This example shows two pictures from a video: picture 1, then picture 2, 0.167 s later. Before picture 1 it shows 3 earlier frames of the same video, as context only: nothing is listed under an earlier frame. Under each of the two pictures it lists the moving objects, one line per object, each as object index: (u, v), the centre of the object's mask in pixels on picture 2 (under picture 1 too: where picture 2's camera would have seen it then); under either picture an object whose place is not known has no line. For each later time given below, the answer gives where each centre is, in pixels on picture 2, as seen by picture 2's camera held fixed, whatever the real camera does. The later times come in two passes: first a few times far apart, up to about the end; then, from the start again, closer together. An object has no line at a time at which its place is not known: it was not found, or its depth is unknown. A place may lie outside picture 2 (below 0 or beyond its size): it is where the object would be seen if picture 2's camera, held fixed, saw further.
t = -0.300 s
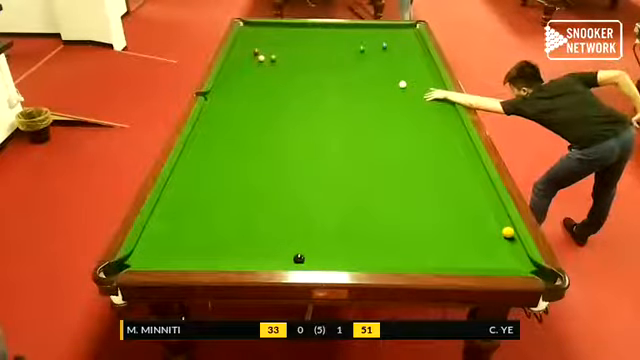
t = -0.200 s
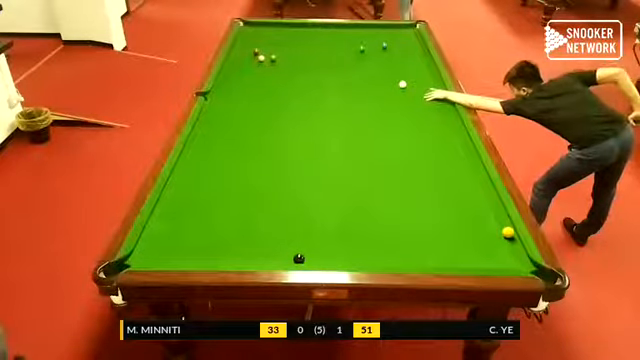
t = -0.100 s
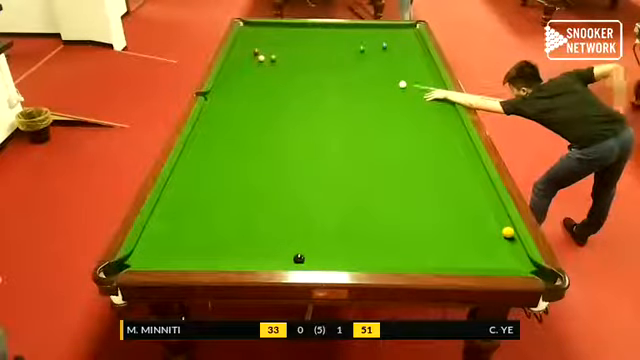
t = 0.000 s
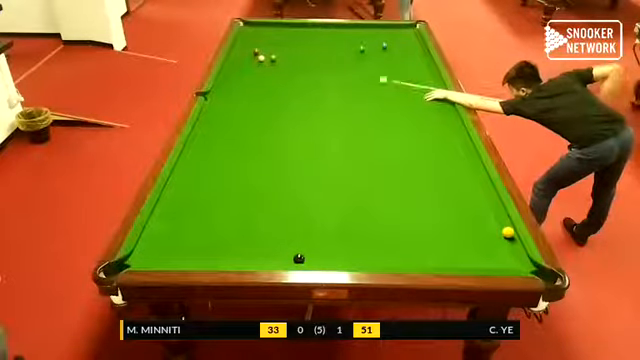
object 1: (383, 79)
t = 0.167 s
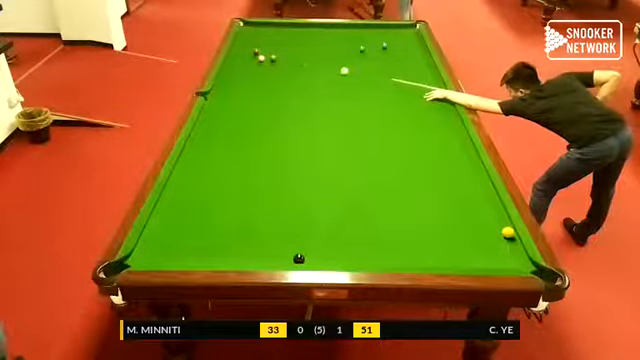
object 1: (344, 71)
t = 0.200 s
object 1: (337, 69)
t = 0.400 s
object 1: (296, 59)
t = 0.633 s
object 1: (260, 49)
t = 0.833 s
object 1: (247, 40)
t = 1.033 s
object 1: (243, 32)
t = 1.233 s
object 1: (253, 26)
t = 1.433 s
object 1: (261, 24)
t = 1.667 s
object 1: (267, 29)
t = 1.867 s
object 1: (271, 32)
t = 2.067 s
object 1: (277, 37)
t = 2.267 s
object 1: (282, 41)
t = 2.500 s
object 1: (287, 45)
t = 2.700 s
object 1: (293, 49)
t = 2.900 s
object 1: (298, 51)
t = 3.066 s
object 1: (305, 52)
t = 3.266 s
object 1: (312, 53)
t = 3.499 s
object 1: (316, 54)
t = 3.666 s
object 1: (323, 55)
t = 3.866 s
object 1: (329, 56)
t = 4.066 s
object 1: (334, 56)
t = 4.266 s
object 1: (338, 57)
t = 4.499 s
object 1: (342, 57)
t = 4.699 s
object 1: (345, 58)
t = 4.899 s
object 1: (348, 59)
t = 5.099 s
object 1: (350, 59)
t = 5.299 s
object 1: (352, 59)
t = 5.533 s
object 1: (354, 59)
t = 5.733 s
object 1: (354, 59)
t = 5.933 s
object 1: (355, 59)
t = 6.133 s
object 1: (355, 59)
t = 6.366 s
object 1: (356, 59)
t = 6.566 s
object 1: (356, 59)
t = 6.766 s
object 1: (356, 59)
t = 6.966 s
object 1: (356, 59)
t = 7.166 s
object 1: (356, 59)
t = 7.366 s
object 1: (356, 59)
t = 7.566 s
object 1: (356, 60)
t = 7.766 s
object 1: (356, 60)
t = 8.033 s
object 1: (356, 60)
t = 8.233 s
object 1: (356, 60)
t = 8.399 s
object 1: (356, 59)
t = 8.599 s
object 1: (356, 60)
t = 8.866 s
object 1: (356, 60)
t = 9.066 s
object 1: (356, 60)
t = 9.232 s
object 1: (356, 59)
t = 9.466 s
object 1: (356, 60)
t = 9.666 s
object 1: (356, 59)
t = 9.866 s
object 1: (356, 59)
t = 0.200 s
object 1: (337, 69)
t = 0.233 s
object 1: (330, 67)
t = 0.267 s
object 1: (323, 65)
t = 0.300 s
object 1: (316, 64)
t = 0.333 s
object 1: (310, 62)
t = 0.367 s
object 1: (303, 61)
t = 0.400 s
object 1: (296, 59)
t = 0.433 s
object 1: (291, 58)
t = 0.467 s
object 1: (285, 56)
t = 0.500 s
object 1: (279, 55)
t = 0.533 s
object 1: (273, 53)
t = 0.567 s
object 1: (267, 52)
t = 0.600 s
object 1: (261, 50)
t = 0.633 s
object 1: (260, 49)
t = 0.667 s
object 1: (259, 47)
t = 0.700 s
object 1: (257, 46)
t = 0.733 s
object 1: (254, 44)
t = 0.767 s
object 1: (252, 43)
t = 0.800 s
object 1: (250, 41)
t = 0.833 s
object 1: (247, 40)
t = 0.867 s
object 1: (246, 38)
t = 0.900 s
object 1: (244, 37)
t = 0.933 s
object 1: (242, 36)
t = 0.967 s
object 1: (239, 34)
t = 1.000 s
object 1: (240, 32)
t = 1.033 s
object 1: (243, 32)
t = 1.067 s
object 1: (245, 31)
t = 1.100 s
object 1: (246, 31)
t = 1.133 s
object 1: (248, 28)
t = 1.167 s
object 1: (250, 28)
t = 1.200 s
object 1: (252, 27)
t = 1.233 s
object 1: (253, 26)
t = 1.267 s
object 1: (254, 26)
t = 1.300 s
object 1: (256, 25)
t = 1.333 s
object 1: (258, 23)
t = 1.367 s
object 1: (259, 23)
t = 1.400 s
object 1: (260, 23)
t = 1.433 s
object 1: (261, 24)
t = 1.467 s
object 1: (262, 25)
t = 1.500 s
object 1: (263, 26)
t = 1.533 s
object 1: (263, 27)
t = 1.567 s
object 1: (264, 27)
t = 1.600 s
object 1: (264, 27)
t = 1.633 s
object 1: (266, 28)
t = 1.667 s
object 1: (267, 29)
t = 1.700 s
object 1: (267, 29)
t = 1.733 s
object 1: (269, 30)
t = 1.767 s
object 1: (269, 30)
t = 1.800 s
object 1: (270, 31)
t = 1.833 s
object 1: (270, 31)
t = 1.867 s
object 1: (271, 32)
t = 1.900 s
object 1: (272, 33)
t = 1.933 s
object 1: (272, 33)
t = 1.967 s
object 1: (274, 35)
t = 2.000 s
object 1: (274, 35)
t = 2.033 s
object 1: (275, 35)
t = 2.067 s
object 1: (277, 37)
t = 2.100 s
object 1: (277, 37)
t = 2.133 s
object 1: (279, 38)
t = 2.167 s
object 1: (280, 39)
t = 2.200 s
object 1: (280, 40)
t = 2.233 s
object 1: (281, 40)
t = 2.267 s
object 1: (282, 41)
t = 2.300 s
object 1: (282, 41)
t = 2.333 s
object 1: (283, 42)
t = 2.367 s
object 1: (284, 43)
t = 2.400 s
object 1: (285, 43)
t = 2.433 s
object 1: (286, 44)
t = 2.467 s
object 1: (286, 44)
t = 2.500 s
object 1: (287, 45)
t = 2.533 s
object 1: (288, 45)
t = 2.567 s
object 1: (289, 46)
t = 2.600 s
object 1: (290, 47)
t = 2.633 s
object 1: (291, 48)
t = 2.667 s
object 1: (291, 48)
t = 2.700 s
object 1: (293, 49)
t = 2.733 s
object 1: (293, 49)
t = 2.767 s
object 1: (294, 49)
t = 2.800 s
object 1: (295, 51)
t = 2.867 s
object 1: (297, 51)
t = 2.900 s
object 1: (298, 51)
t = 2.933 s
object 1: (299, 51)
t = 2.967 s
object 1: (300, 51)
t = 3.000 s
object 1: (300, 51)
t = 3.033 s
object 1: (303, 51)
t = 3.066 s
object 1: (305, 52)
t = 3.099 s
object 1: (307, 52)
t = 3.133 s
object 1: (308, 52)
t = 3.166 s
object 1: (308, 52)
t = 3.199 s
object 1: (309, 52)
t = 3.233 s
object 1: (310, 53)
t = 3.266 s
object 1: (312, 53)
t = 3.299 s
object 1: (313, 53)
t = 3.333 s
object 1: (313, 53)
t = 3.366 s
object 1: (313, 53)
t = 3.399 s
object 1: (315, 54)
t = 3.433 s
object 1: (316, 54)
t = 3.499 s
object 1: (316, 54)
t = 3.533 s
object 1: (318, 54)
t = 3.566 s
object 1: (321, 54)
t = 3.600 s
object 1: (322, 55)
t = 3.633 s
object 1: (323, 55)
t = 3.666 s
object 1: (323, 55)
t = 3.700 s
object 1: (324, 55)
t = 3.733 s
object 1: (326, 55)
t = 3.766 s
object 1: (326, 55)
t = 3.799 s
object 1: (327, 56)
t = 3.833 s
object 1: (328, 55)
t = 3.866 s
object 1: (329, 56)
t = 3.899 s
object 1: (329, 55)
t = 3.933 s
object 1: (330, 56)
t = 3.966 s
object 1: (331, 56)
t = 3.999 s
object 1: (332, 56)
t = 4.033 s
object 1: (333, 56)
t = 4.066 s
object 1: (334, 56)
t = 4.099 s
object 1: (334, 56)
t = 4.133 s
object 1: (335, 56)
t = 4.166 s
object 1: (335, 56)
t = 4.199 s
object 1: (336, 57)
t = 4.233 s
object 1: (337, 57)
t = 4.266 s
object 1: (338, 57)
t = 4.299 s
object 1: (338, 57)
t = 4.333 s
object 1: (339, 57)
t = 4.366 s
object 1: (340, 57)
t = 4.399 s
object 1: (340, 57)
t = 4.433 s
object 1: (341, 57)
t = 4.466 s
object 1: (341, 57)
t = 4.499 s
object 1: (342, 57)
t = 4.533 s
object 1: (343, 57)
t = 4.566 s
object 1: (343, 58)
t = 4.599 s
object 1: (343, 58)
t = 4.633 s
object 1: (344, 58)
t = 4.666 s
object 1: (345, 58)
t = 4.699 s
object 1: (345, 58)
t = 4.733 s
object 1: (345, 58)
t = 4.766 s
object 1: (346, 58)
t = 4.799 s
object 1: (346, 58)
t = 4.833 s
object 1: (347, 58)
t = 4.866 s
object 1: (348, 59)
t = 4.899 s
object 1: (348, 59)
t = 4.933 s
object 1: (348, 59)
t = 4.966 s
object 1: (349, 59)
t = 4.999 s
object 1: (349, 59)
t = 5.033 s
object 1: (350, 59)
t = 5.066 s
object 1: (350, 59)
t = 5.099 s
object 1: (350, 59)
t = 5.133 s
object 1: (351, 59)
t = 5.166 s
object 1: (351, 59)
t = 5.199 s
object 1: (351, 59)
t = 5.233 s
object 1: (351, 59)
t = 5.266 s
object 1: (352, 59)
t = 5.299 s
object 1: (352, 59)
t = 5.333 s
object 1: (352, 59)
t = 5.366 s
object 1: (353, 59)
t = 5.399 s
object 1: (353, 59)
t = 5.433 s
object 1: (353, 59)
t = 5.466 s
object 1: (353, 59)
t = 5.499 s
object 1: (353, 59)
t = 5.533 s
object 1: (354, 59)
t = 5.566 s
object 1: (354, 59)
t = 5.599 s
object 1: (354, 59)
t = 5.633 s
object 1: (354, 59)
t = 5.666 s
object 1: (354, 59)
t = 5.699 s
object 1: (355, 59)
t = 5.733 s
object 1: (354, 59)
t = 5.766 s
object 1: (355, 59)
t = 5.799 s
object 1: (355, 59)
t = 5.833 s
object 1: (355, 59)
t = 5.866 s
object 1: (355, 59)
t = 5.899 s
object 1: (355, 59)
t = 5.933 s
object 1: (355, 59)
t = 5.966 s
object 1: (355, 59)
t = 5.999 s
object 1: (355, 59)
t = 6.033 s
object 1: (355, 59)
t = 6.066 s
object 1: (355, 59)
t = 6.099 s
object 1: (355, 59)
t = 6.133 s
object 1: (355, 59)
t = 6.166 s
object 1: (355, 59)
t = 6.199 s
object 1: (355, 60)
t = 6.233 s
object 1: (356, 60)
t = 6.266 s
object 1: (356, 60)
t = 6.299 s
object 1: (355, 60)
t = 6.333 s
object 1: (355, 60)
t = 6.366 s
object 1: (356, 59)
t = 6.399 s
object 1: (356, 60)
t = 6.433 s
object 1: (356, 60)
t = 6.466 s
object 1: (356, 59)
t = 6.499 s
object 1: (356, 59)
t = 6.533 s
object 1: (356, 59)
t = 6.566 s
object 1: (356, 59)
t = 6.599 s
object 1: (356, 59)
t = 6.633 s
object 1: (356, 59)
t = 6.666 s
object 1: (356, 59)
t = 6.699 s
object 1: (356, 59)
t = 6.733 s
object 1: (356, 59)
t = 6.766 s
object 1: (356, 59)
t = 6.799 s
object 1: (356, 59)
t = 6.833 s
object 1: (356, 59)
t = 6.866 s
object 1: (356, 59)
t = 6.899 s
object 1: (356, 59)
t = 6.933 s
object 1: (356, 59)
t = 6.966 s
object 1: (356, 59)
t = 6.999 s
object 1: (356, 59)
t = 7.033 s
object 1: (356, 59)
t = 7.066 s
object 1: (356, 59)
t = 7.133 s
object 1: (356, 59)
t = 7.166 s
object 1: (356, 59)
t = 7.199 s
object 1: (356, 59)
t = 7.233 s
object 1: (356, 59)
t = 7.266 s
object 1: (356, 59)
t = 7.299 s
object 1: (356, 59)
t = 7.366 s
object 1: (356, 59)
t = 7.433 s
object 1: (356, 59)
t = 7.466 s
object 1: (356, 59)
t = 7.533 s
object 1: (356, 60)
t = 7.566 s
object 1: (356, 60)
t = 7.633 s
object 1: (356, 60)
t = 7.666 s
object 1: (356, 59)
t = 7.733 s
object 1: (356, 60)
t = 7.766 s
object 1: (356, 60)
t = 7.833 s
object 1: (356, 60)
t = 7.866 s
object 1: (356, 60)
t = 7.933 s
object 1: (356, 60)
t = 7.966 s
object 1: (356, 60)
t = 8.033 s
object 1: (356, 60)
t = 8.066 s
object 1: (356, 59)
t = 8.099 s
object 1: (356, 59)
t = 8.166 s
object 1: (356, 59)
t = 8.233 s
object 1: (356, 60)
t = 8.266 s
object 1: (356, 59)
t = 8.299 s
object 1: (356, 60)
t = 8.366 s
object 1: (356, 59)
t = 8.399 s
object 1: (356, 59)
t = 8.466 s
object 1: (356, 60)
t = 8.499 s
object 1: (355, 60)
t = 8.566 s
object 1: (355, 60)
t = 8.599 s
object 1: (356, 60)
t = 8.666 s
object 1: (356, 60)
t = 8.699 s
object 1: (356, 60)
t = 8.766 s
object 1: (355, 60)
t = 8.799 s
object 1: (356, 60)
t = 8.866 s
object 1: (356, 60)
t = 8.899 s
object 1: (356, 60)
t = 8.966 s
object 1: (356, 60)
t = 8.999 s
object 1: (356, 60)
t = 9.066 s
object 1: (356, 60)
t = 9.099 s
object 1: (356, 59)
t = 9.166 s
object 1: (356, 59)
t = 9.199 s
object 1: (356, 59)
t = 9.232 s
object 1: (356, 59)
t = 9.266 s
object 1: (356, 59)
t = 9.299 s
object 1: (356, 59)
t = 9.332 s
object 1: (356, 59)
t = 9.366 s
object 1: (356, 59)
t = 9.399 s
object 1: (356, 59)
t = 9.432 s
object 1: (356, 59)
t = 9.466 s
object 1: (356, 60)
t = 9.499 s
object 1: (356, 60)
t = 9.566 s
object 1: (356, 60)
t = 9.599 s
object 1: (356, 60)
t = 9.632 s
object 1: (356, 60)
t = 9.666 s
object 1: (356, 59)
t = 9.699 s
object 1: (356, 59)
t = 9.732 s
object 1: (356, 59)
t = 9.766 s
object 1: (356, 59)
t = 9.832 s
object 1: (356, 59)
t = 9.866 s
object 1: (356, 59)
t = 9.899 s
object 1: (356, 59)
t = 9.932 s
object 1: (356, 59)
